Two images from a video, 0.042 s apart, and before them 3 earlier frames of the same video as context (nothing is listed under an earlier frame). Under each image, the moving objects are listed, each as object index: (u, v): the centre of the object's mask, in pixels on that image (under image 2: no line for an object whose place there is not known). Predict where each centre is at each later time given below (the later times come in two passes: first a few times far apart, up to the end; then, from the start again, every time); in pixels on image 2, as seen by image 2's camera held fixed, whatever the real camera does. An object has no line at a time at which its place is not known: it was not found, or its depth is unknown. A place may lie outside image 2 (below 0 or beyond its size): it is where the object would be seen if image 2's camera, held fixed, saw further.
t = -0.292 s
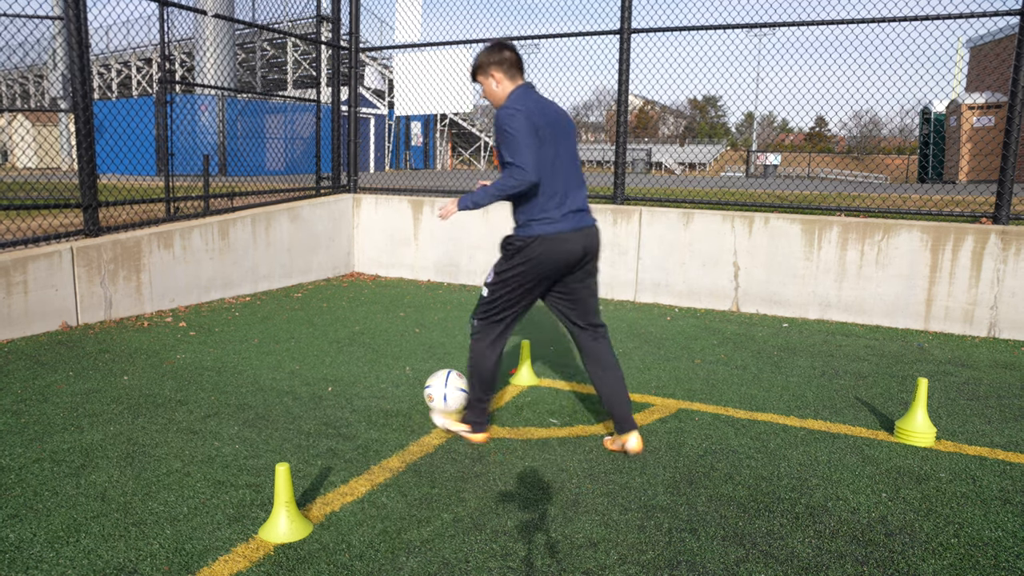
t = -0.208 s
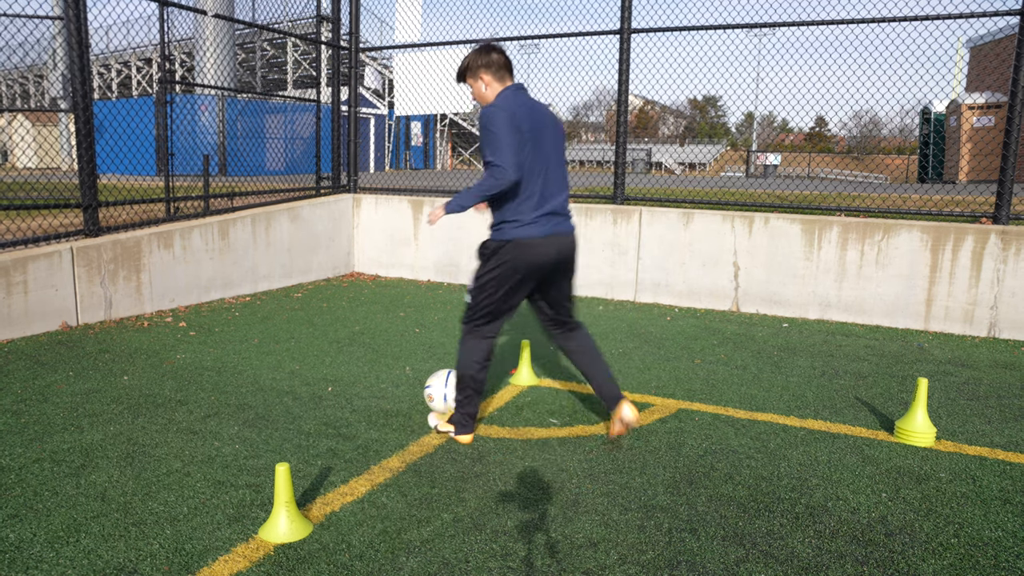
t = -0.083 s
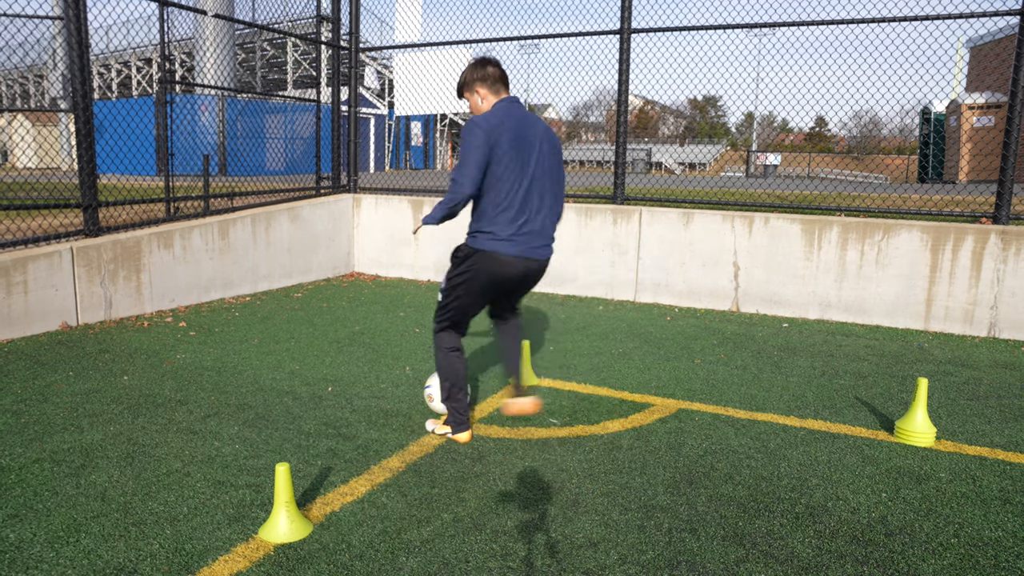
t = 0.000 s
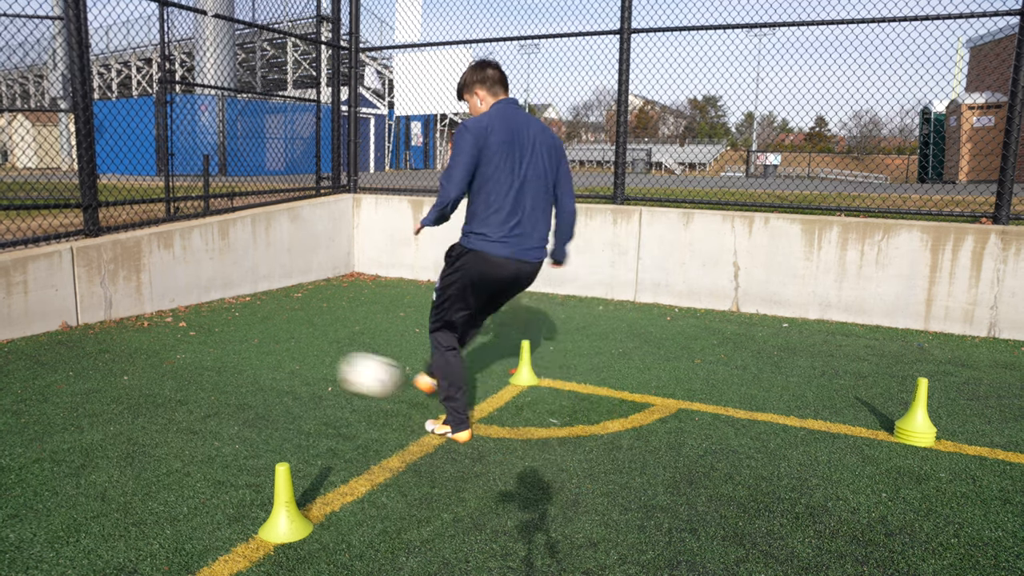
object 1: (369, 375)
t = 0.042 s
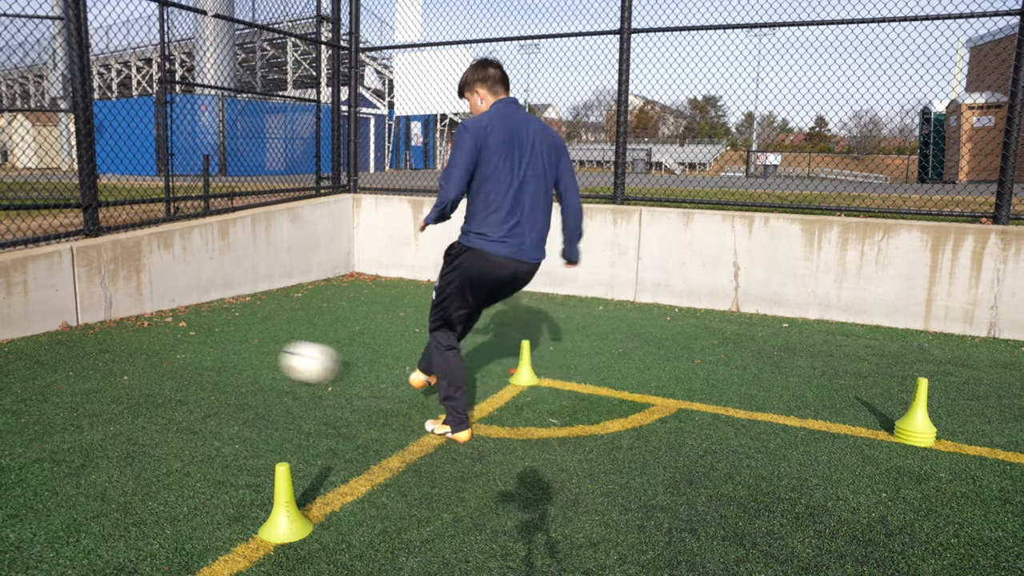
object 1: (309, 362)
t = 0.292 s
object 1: (75, 314)
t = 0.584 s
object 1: (268, 325)
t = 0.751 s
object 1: (406, 372)
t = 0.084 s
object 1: (256, 353)
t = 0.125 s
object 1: (210, 343)
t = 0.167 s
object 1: (170, 334)
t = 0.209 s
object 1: (132, 327)
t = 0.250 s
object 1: (99, 323)
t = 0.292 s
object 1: (75, 314)
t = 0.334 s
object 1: (95, 307)
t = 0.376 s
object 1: (120, 304)
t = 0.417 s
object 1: (145, 302)
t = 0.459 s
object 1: (174, 304)
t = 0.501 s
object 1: (203, 308)
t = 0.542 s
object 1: (235, 315)
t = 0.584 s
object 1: (268, 325)
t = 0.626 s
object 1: (304, 340)
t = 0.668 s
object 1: (341, 357)
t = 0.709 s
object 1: (379, 376)
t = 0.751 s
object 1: (406, 372)
